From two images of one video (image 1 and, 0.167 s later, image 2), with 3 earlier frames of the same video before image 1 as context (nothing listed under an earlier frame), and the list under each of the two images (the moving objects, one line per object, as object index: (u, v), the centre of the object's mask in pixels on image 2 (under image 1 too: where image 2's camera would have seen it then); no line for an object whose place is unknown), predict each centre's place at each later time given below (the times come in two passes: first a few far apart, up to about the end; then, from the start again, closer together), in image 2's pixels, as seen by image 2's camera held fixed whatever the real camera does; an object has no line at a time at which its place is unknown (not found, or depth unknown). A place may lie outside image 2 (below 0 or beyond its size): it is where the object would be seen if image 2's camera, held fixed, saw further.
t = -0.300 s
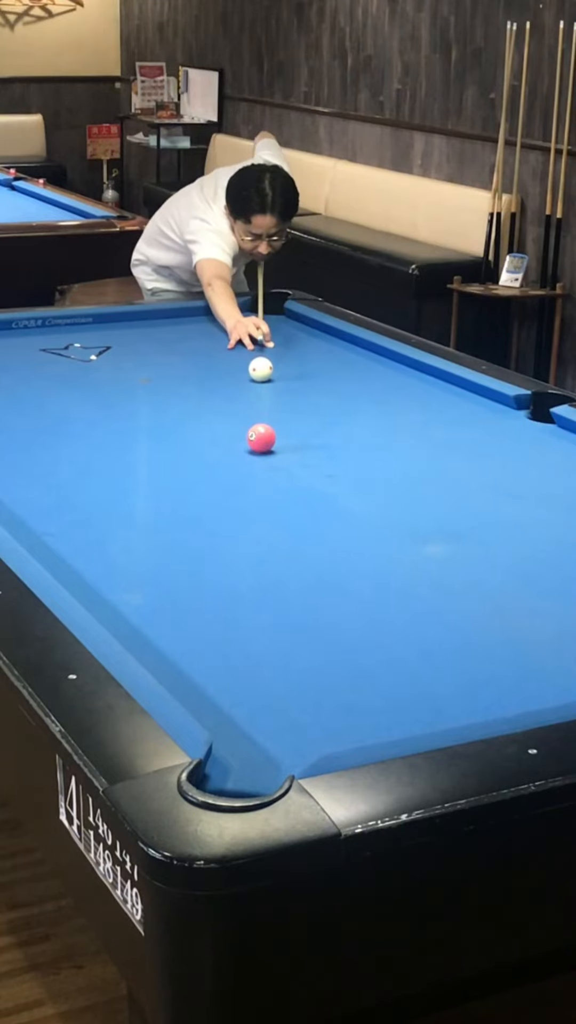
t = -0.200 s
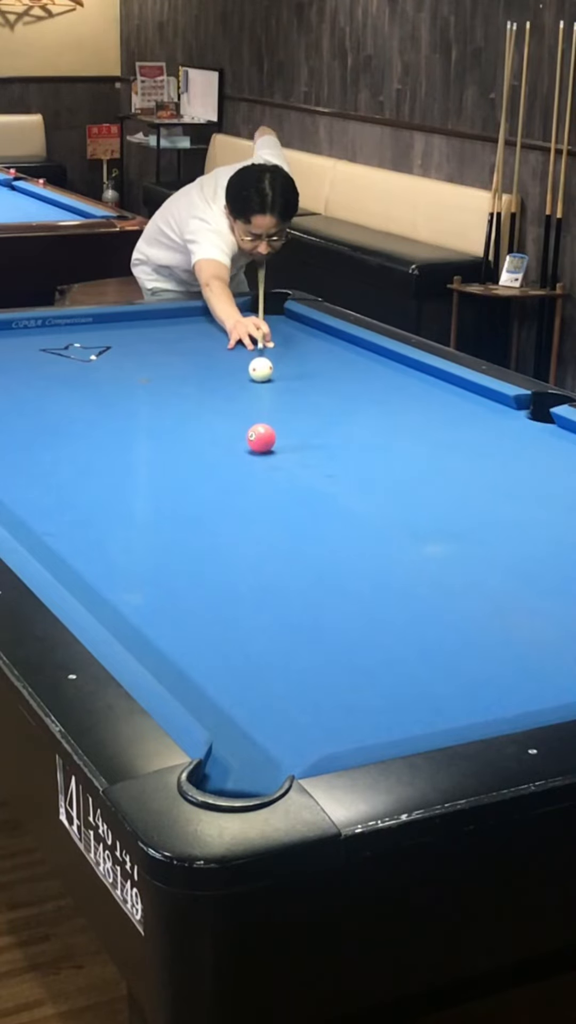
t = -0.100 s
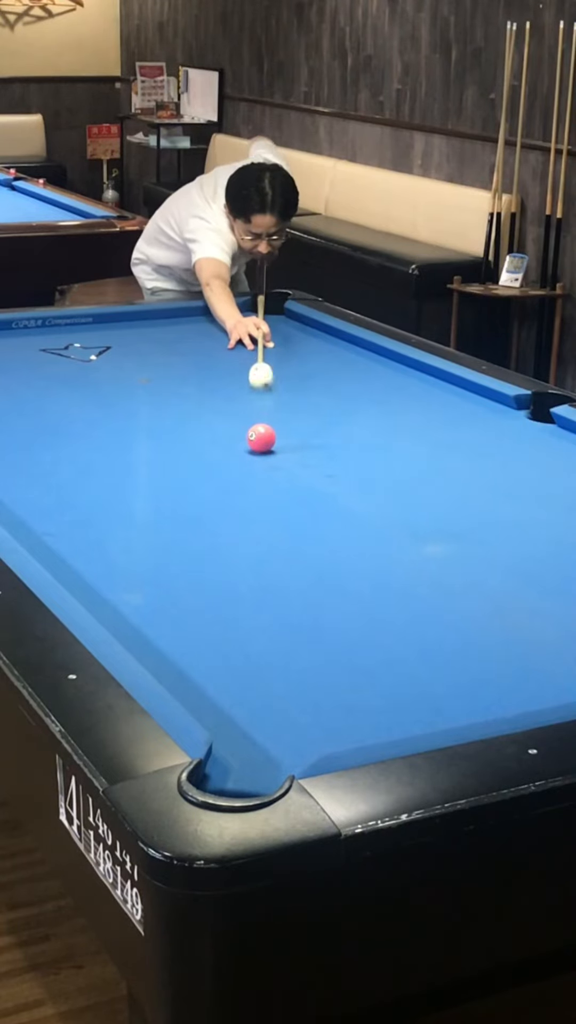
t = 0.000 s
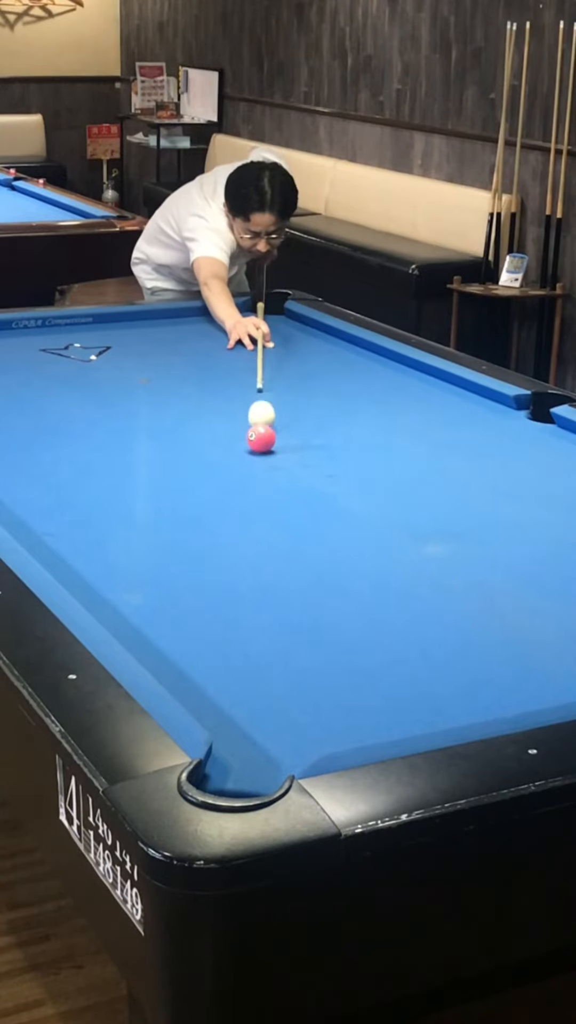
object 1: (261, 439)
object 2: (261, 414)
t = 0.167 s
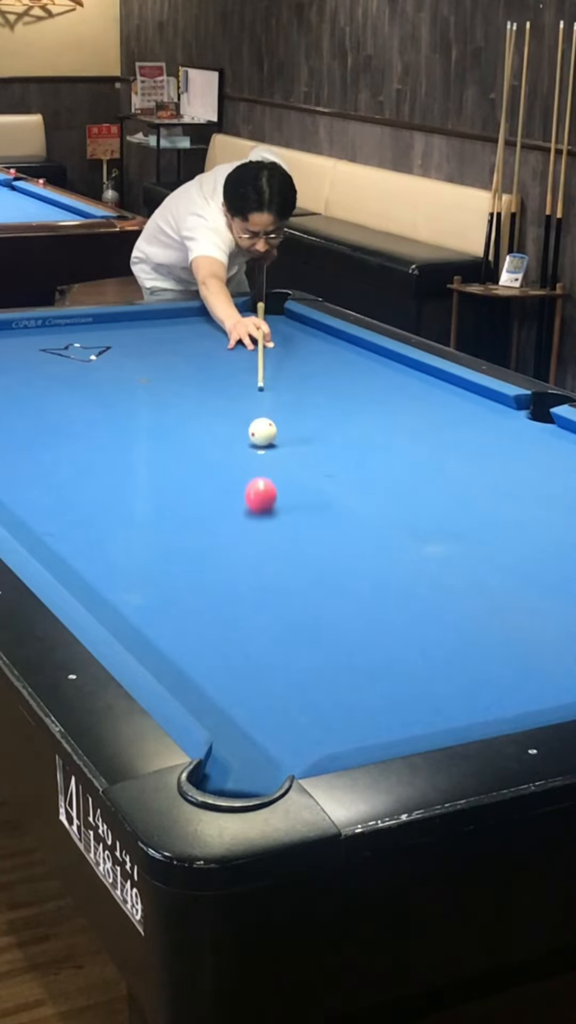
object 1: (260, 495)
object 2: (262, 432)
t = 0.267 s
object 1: (260, 541)
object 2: (263, 433)
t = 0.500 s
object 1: (260, 668)
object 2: (264, 435)
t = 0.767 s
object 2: (263, 436)
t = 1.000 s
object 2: (264, 436)
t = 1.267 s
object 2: (264, 436)
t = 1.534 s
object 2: (264, 436)
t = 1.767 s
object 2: (264, 436)
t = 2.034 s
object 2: (264, 436)
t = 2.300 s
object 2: (264, 436)
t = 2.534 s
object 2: (264, 436)
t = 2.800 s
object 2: (264, 436)
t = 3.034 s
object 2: (264, 436)
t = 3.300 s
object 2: (264, 436)
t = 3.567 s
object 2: (264, 436)
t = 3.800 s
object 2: (264, 436)
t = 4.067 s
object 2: (264, 436)
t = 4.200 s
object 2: (264, 436)
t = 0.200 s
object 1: (260, 511)
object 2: (262, 432)
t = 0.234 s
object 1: (260, 526)
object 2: (263, 432)
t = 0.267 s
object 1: (260, 541)
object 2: (263, 433)
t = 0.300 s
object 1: (260, 557)
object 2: (263, 433)
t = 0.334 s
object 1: (260, 573)
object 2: (263, 433)
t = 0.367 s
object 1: (260, 590)
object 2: (263, 434)
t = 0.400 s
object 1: (260, 608)
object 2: (263, 434)
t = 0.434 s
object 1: (260, 627)
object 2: (264, 434)
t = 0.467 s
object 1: (260, 647)
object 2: (264, 434)
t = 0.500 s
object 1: (260, 668)
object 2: (264, 435)
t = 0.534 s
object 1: (260, 691)
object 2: (264, 435)
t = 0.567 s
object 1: (260, 715)
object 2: (264, 435)
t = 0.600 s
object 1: (260, 742)
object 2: (264, 435)
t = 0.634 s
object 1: (259, 769)
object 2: (264, 435)
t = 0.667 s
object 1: (255, 787)
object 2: (264, 435)
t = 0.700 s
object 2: (264, 435)
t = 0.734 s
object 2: (264, 436)
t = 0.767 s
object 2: (263, 436)
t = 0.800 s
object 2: (263, 436)
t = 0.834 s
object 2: (263, 436)
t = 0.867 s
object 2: (263, 436)
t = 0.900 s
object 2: (263, 436)
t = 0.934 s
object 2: (264, 436)
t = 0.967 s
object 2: (264, 436)
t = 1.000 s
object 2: (264, 436)
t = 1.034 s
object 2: (264, 436)
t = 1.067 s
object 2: (264, 436)
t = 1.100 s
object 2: (264, 436)
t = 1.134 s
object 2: (264, 436)
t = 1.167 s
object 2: (264, 436)
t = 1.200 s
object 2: (264, 436)
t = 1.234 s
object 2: (264, 436)
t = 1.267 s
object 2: (264, 436)
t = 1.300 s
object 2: (264, 436)
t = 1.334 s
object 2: (264, 436)
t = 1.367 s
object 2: (264, 436)
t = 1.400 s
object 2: (264, 436)
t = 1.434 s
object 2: (264, 436)
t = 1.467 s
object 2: (264, 436)
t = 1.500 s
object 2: (264, 436)
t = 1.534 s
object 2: (264, 436)
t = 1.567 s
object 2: (264, 436)
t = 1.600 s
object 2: (264, 436)
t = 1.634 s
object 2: (264, 436)
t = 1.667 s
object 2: (264, 436)
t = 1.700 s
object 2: (264, 436)
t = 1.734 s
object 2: (264, 436)
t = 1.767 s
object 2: (264, 436)
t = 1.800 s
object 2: (264, 436)
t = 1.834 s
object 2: (264, 436)
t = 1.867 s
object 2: (264, 436)
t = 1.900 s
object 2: (264, 436)
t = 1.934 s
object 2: (264, 436)
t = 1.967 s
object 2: (264, 436)
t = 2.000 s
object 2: (264, 436)
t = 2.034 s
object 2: (264, 436)
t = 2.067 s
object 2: (264, 436)
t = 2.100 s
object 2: (264, 436)
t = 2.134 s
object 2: (264, 436)
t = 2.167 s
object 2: (264, 436)
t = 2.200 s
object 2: (264, 436)
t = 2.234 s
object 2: (264, 436)
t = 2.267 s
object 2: (264, 436)
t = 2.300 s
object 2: (264, 436)
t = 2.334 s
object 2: (264, 436)
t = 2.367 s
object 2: (264, 436)
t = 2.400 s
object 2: (264, 436)
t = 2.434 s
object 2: (264, 436)
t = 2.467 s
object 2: (264, 436)
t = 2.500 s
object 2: (264, 436)
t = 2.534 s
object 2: (264, 436)
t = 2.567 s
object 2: (264, 436)
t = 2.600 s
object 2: (264, 436)
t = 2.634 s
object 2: (264, 436)
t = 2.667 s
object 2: (264, 436)
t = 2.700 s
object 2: (264, 436)
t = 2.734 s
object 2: (264, 436)
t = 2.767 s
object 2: (264, 436)
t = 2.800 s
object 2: (264, 436)
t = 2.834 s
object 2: (264, 436)
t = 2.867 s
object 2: (264, 436)
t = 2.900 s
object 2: (264, 436)
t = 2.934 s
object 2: (264, 436)
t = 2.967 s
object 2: (264, 436)
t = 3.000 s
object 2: (264, 436)
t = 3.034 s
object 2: (264, 436)
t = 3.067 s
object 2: (264, 436)
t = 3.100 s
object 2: (264, 436)
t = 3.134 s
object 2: (264, 436)
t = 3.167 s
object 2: (264, 436)
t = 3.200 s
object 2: (264, 436)
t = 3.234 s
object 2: (264, 436)
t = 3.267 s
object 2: (264, 436)
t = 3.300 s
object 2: (264, 436)
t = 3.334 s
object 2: (264, 436)
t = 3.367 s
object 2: (264, 436)
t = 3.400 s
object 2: (264, 436)
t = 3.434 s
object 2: (264, 436)
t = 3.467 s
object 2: (264, 436)
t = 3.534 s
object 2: (264, 436)
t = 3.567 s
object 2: (264, 436)
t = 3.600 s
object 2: (264, 436)
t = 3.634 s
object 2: (264, 436)
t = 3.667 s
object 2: (264, 436)
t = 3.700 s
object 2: (264, 436)
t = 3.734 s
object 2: (264, 436)
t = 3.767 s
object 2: (264, 436)
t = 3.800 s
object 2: (264, 436)
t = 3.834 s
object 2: (264, 436)
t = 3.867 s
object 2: (264, 436)
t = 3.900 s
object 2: (264, 436)
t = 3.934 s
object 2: (264, 436)
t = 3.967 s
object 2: (264, 436)
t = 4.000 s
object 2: (264, 436)
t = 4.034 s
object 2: (264, 436)
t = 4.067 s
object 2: (264, 436)
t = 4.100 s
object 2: (264, 436)
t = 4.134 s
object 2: (264, 436)
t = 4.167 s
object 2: (264, 436)
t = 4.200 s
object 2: (264, 436)
